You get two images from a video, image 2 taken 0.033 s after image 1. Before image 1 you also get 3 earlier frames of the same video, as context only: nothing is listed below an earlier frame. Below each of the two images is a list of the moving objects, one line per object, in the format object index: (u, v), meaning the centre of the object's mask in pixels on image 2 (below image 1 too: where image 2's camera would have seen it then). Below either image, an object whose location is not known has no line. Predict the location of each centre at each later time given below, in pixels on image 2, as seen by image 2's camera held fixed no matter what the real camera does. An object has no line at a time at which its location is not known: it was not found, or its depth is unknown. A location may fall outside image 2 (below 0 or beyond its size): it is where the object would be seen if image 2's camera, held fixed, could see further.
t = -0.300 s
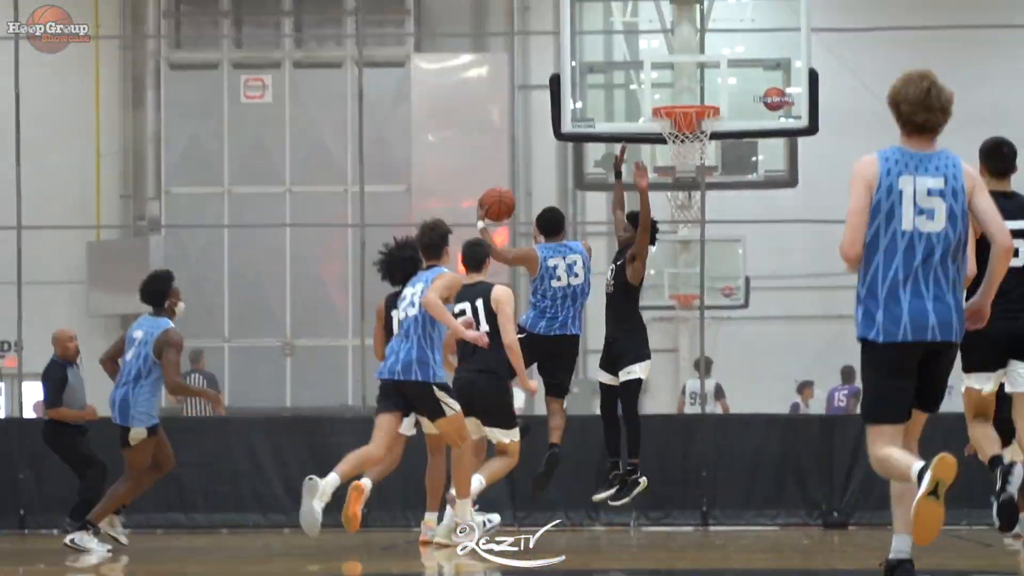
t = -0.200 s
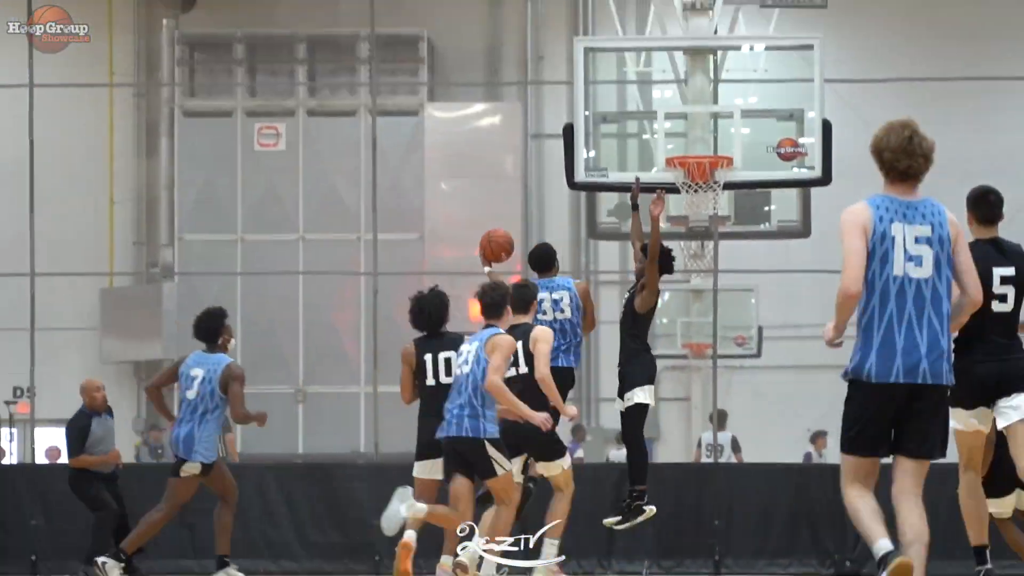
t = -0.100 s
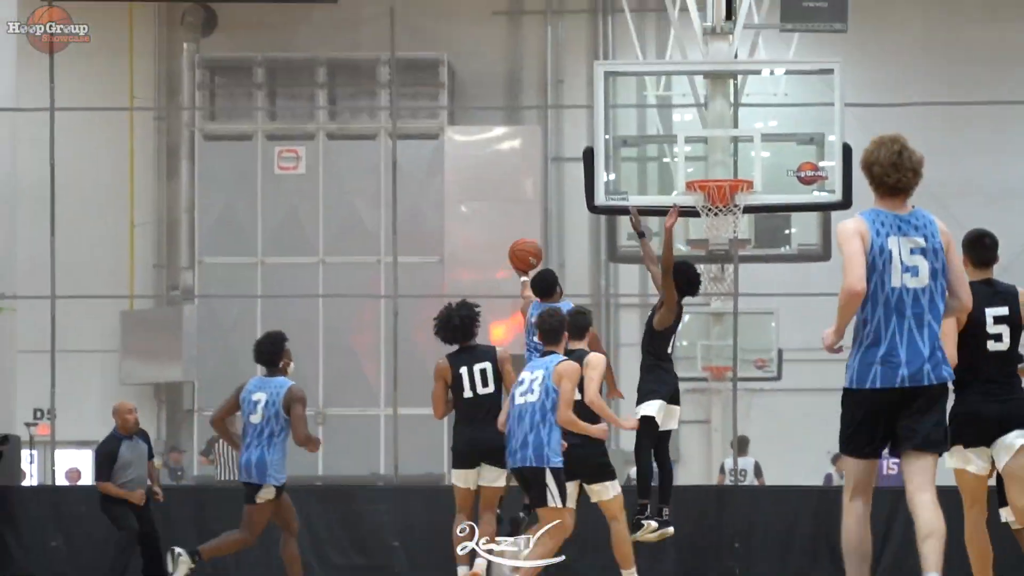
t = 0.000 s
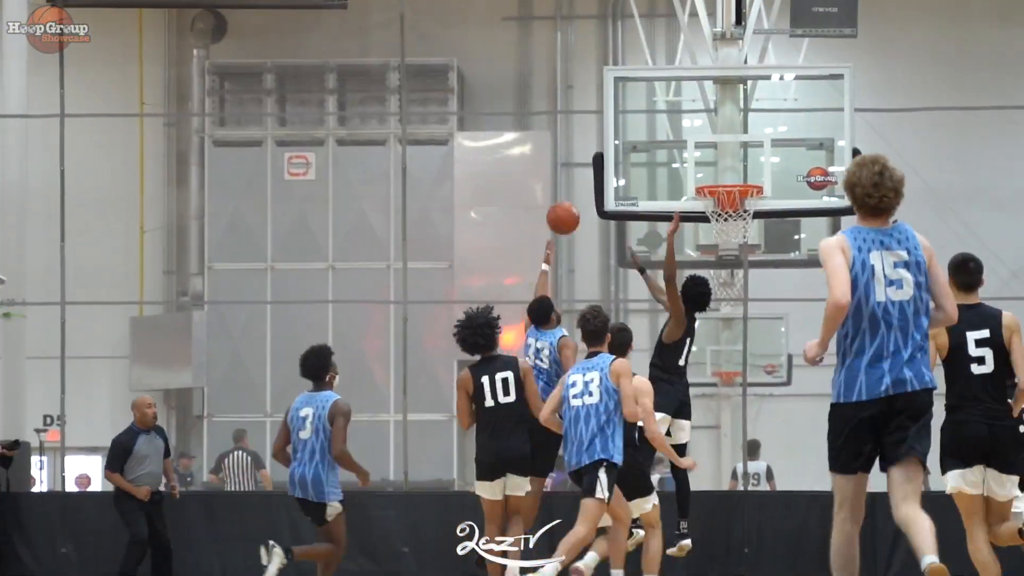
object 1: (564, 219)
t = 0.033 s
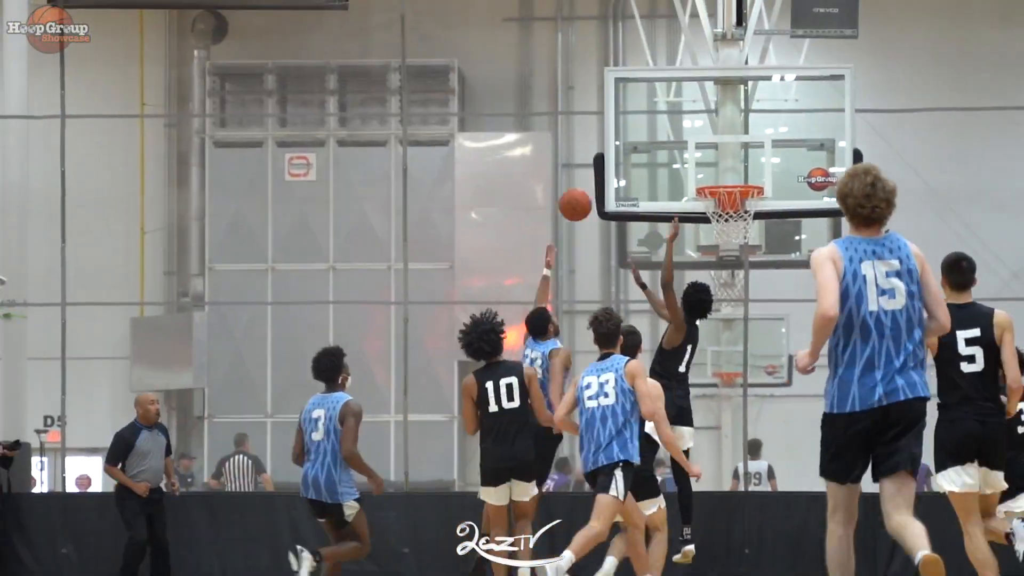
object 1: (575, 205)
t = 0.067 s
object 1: (587, 192)
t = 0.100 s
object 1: (598, 181)
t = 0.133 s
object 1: (609, 172)
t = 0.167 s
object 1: (621, 164)
